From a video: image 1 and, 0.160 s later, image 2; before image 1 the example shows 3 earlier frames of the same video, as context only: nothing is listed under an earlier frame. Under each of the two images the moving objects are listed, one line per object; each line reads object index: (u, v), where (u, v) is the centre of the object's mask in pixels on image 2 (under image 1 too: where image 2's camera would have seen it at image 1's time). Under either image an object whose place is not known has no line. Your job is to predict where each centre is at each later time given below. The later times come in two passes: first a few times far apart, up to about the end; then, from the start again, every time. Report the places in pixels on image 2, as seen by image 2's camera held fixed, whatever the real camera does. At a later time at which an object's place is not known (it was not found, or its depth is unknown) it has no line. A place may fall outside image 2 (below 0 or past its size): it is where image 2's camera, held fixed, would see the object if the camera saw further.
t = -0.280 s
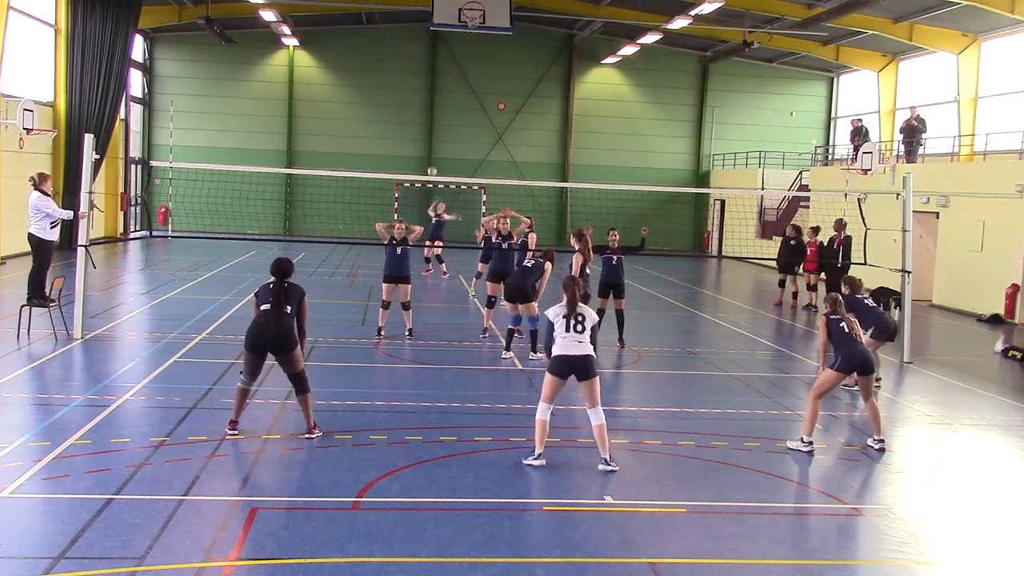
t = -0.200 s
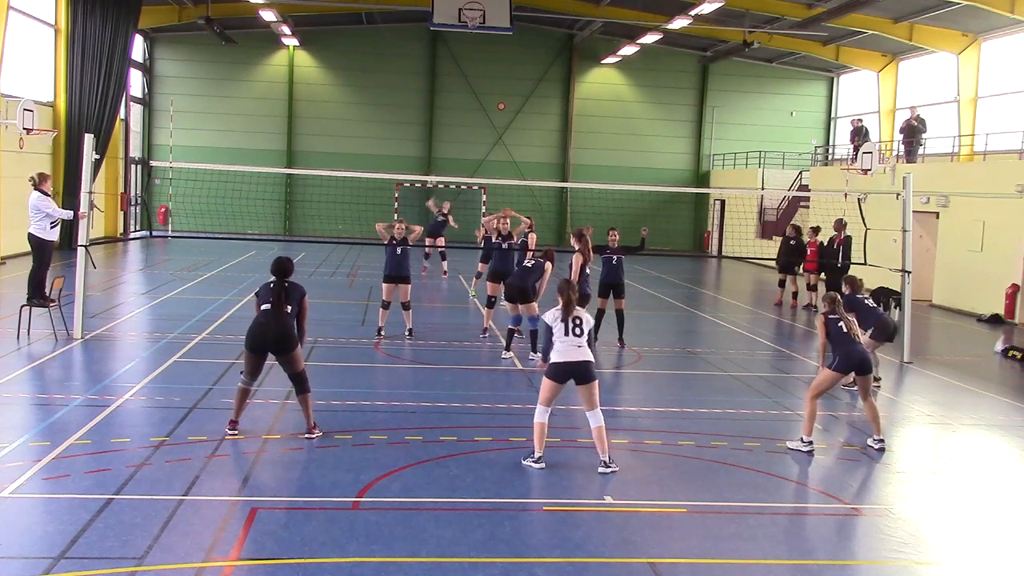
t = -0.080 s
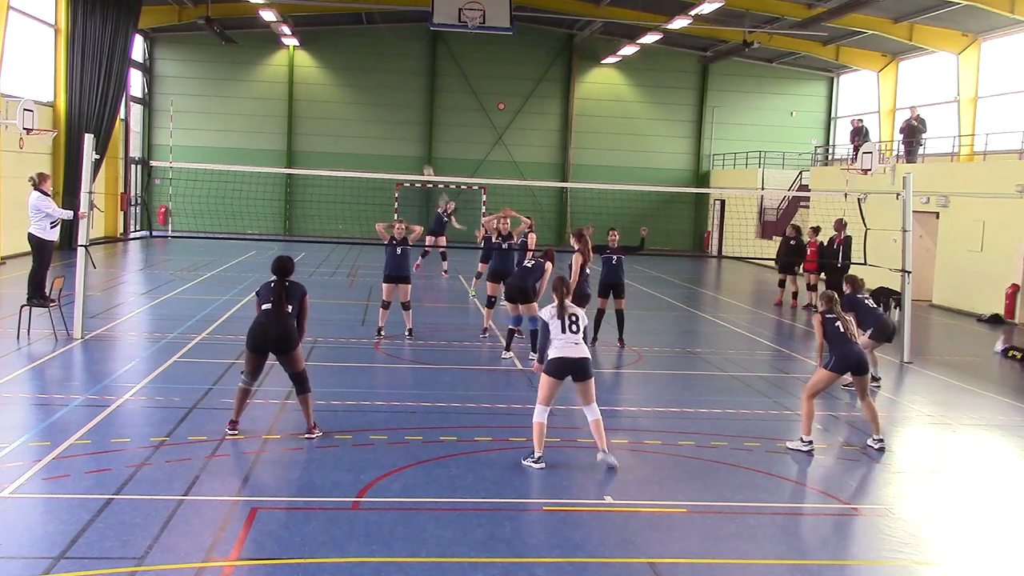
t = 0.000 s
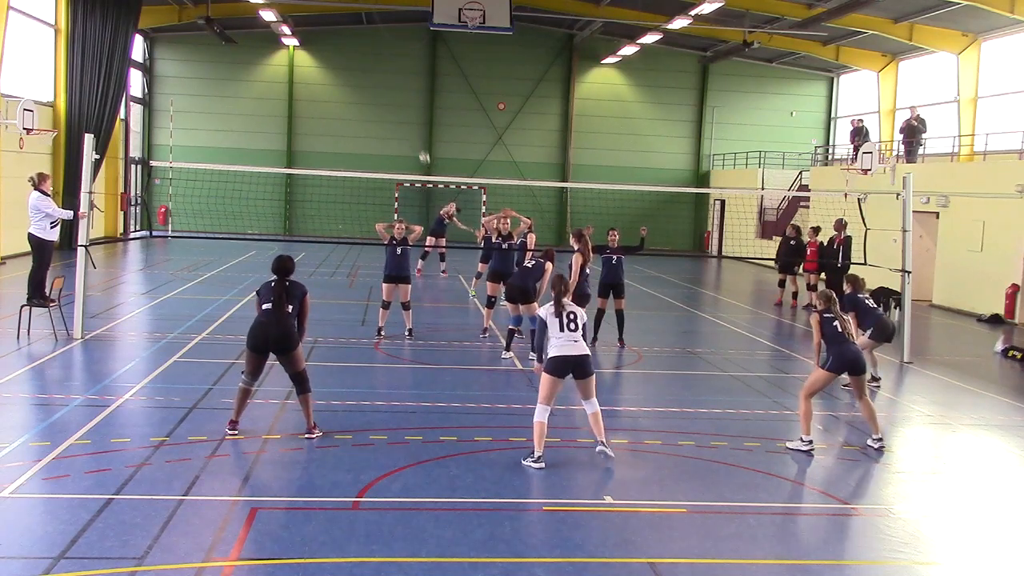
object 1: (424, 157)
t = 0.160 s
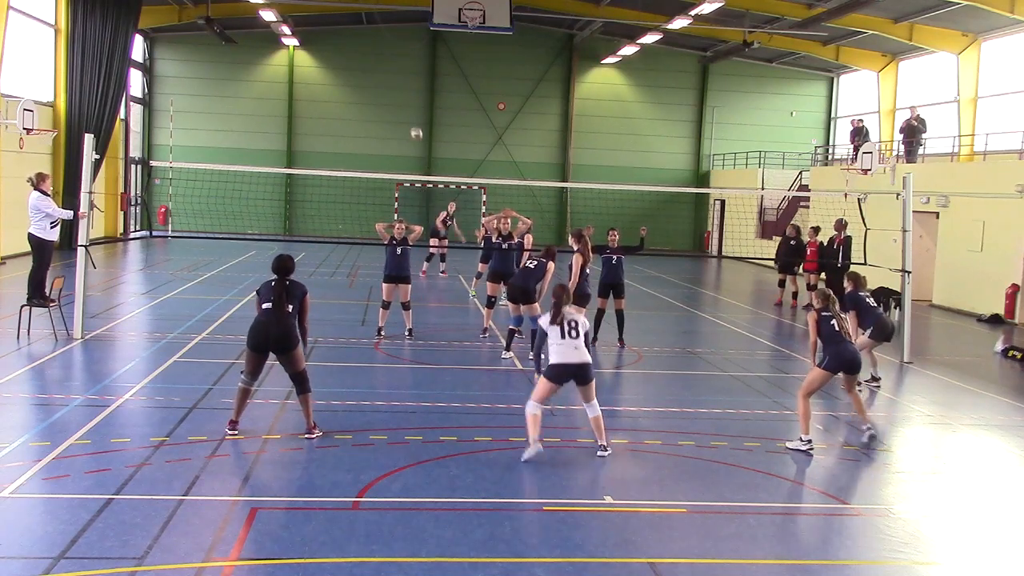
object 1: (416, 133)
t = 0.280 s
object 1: (410, 121)
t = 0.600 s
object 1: (388, 118)
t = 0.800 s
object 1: (359, 155)
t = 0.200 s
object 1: (414, 129)
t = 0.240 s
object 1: (412, 124)
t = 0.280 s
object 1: (410, 121)
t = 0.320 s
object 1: (408, 117)
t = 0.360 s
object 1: (405, 115)
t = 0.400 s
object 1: (403, 114)
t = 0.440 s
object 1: (400, 113)
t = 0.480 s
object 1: (398, 113)
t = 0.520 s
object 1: (395, 114)
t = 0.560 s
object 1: (392, 116)
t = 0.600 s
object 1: (388, 118)
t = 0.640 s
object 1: (383, 123)
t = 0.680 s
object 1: (379, 129)
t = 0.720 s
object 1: (373, 135)
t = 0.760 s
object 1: (367, 144)
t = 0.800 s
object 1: (359, 155)
